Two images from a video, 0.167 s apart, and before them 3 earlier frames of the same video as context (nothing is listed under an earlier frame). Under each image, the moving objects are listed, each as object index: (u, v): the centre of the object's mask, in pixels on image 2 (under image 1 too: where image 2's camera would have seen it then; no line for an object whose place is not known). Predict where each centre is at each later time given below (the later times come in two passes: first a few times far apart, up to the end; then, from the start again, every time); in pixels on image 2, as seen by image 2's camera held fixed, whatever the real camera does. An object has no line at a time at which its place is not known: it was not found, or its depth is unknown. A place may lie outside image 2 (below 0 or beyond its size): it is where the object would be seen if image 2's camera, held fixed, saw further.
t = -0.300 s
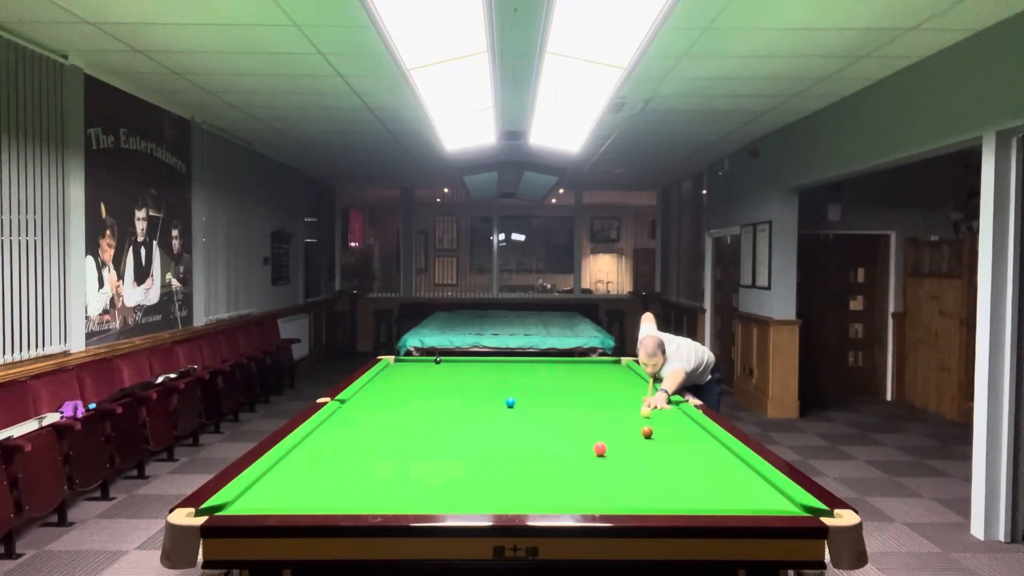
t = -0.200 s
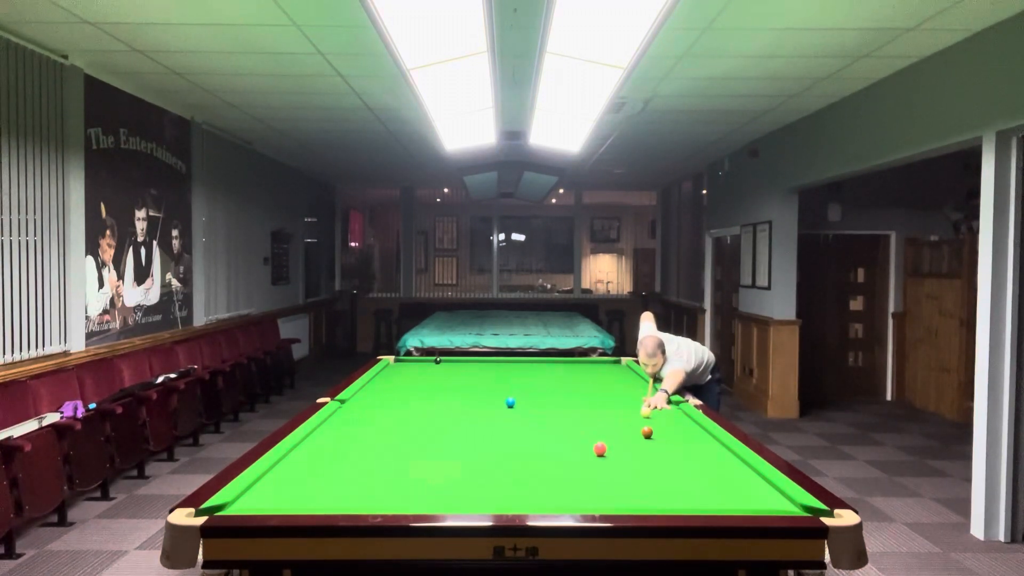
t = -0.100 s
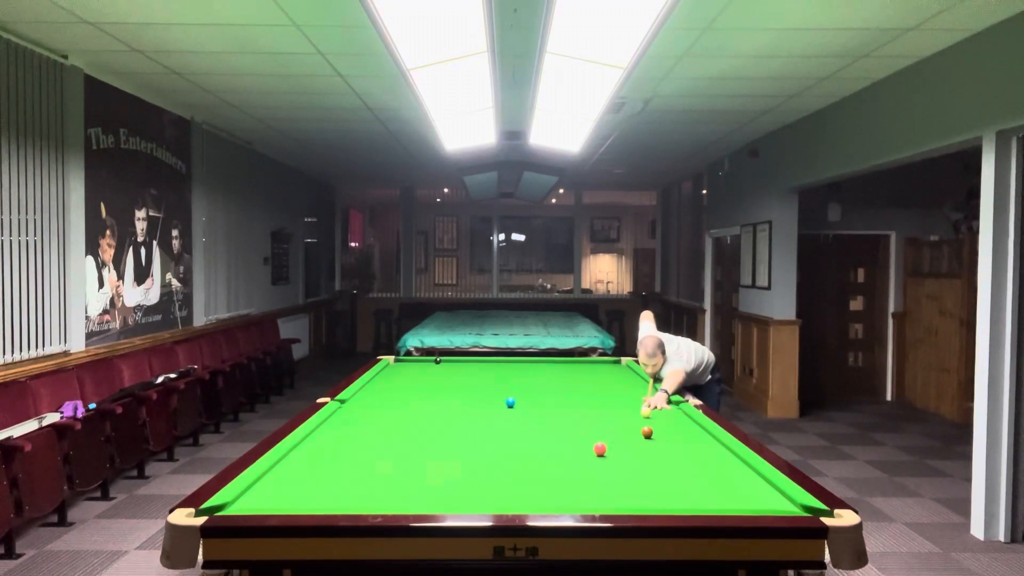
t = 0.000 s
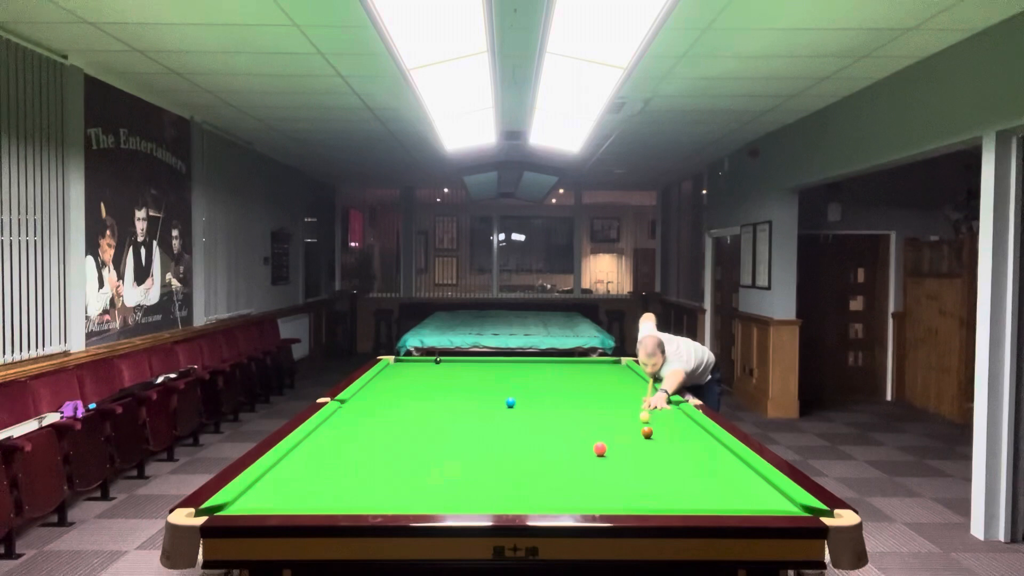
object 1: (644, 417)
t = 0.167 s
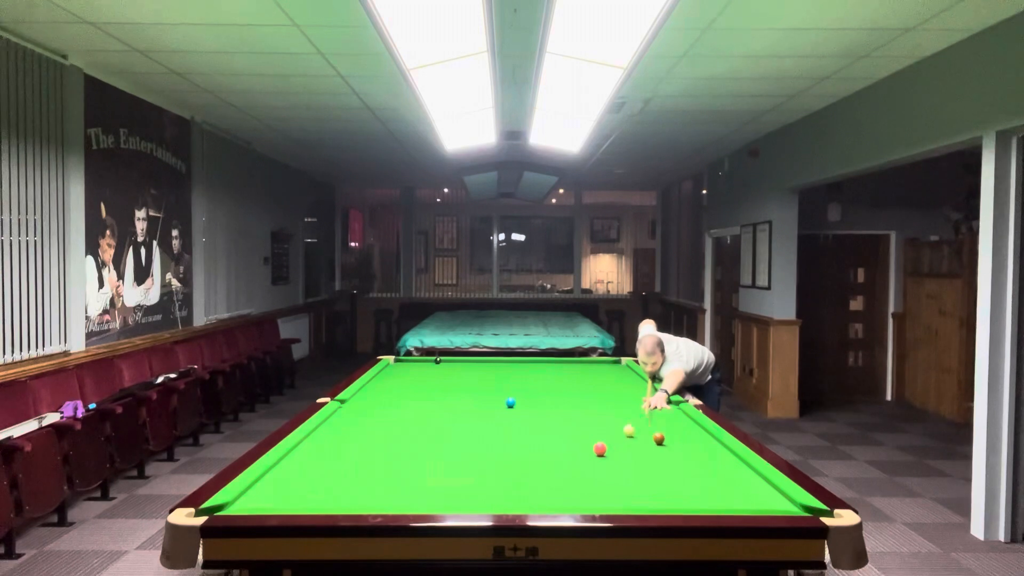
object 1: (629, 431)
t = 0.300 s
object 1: (600, 434)
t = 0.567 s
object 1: (546, 446)
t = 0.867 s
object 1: (478, 462)
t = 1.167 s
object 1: (397, 482)
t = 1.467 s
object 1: (302, 502)
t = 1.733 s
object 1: (248, 498)
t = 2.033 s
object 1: (287, 487)
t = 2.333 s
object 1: (328, 477)
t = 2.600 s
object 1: (359, 469)
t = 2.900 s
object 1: (390, 462)
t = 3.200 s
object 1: (417, 455)
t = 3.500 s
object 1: (441, 449)
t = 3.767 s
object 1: (460, 445)
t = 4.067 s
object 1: (479, 441)
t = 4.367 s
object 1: (496, 437)
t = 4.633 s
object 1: (509, 434)
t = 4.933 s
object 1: (522, 431)
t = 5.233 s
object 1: (533, 428)
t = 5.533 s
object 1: (543, 426)
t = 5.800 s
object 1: (551, 424)
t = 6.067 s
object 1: (557, 423)
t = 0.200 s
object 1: (621, 432)
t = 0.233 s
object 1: (614, 433)
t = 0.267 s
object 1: (607, 433)
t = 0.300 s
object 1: (600, 434)
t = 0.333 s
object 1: (593, 435)
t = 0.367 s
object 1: (587, 437)
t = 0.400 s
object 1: (580, 438)
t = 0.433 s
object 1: (574, 440)
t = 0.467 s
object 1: (567, 441)
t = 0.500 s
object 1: (560, 442)
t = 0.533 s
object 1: (553, 445)
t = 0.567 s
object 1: (546, 446)
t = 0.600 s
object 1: (539, 448)
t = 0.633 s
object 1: (532, 450)
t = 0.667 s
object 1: (524, 451)
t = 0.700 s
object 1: (517, 453)
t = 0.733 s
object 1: (510, 454)
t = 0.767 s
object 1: (502, 457)
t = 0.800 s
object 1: (494, 458)
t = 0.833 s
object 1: (486, 460)
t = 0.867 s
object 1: (478, 462)
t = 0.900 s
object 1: (469, 464)
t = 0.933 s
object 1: (461, 466)
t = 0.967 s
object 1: (452, 468)
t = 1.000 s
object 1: (443, 471)
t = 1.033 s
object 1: (434, 473)
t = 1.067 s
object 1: (425, 475)
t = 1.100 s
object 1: (416, 477)
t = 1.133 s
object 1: (407, 479)
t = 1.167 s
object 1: (397, 482)
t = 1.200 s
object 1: (387, 484)
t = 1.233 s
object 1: (377, 486)
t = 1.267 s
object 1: (367, 489)
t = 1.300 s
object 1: (356, 491)
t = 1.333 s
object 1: (345, 494)
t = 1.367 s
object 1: (334, 496)
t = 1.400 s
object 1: (324, 499)
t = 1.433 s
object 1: (313, 501)
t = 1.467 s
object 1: (302, 502)
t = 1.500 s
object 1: (290, 503)
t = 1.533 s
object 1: (280, 504)
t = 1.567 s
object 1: (275, 503)
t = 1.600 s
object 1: (269, 502)
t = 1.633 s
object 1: (264, 501)
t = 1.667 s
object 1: (259, 500)
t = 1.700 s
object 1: (253, 499)
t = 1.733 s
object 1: (248, 498)
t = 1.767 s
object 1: (244, 497)
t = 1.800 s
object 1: (251, 496)
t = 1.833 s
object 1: (257, 495)
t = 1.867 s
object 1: (262, 493)
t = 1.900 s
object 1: (267, 492)
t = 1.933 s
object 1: (273, 490)
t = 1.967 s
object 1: (278, 489)
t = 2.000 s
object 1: (283, 488)
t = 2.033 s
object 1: (287, 487)
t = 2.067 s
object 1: (292, 486)
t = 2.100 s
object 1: (297, 484)
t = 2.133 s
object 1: (301, 483)
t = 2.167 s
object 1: (306, 482)
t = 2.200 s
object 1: (310, 481)
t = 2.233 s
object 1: (315, 480)
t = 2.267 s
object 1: (319, 479)
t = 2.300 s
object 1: (323, 478)
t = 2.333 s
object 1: (328, 477)
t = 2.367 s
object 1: (332, 476)
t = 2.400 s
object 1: (336, 475)
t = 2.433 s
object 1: (340, 474)
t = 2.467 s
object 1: (344, 473)
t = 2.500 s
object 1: (348, 472)
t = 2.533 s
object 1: (351, 471)
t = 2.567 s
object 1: (355, 470)
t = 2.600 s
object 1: (359, 469)
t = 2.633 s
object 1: (363, 468)
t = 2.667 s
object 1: (366, 467)
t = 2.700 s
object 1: (370, 466)
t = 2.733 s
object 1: (373, 466)
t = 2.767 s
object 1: (377, 464)
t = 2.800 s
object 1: (380, 464)
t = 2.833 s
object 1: (383, 463)
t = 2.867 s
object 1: (387, 462)
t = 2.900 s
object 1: (390, 462)
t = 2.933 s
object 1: (393, 461)
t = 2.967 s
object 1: (396, 460)
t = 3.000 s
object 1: (399, 459)
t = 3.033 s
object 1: (403, 458)
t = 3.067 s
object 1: (406, 458)
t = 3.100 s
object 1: (408, 457)
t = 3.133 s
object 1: (411, 457)
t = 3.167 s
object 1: (414, 456)
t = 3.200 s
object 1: (417, 455)
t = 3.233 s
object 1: (420, 454)
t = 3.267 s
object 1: (423, 453)
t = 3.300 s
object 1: (425, 453)
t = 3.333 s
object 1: (428, 452)
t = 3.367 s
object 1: (431, 452)
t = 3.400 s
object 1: (433, 451)
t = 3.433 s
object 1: (436, 451)
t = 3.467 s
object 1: (439, 450)
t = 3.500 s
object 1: (441, 449)
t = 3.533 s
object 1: (443, 449)
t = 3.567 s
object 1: (446, 448)
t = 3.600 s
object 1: (448, 448)
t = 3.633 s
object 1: (451, 447)
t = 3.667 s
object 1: (453, 446)
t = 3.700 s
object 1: (455, 446)
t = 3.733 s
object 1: (457, 446)
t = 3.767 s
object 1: (460, 445)
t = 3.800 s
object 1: (462, 445)
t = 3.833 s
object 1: (464, 444)
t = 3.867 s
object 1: (467, 443)
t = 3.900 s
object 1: (469, 443)
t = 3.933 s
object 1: (471, 442)
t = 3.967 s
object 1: (473, 442)
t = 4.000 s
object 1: (475, 442)
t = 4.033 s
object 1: (477, 441)
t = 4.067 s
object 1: (479, 441)
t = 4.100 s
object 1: (481, 440)
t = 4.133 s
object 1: (483, 440)
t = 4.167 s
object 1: (484, 440)
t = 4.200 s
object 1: (486, 439)
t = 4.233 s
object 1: (488, 438)
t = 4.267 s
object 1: (490, 438)
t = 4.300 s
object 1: (492, 438)
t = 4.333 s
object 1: (494, 437)
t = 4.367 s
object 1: (496, 437)
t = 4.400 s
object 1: (497, 436)
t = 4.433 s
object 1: (499, 436)
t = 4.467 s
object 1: (501, 435)
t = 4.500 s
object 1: (502, 435)
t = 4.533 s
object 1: (504, 435)
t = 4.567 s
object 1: (506, 434)
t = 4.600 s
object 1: (507, 434)
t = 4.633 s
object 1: (509, 434)
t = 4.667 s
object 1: (510, 433)
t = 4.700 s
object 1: (512, 433)
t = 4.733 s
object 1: (514, 433)
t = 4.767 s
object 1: (515, 433)
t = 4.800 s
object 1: (516, 432)
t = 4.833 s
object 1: (518, 432)
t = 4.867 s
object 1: (519, 431)
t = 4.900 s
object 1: (521, 431)
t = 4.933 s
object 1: (522, 431)
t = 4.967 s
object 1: (523, 430)
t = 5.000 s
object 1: (524, 430)
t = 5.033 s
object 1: (526, 430)
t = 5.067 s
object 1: (527, 429)
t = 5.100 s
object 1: (528, 429)
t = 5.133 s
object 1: (529, 429)
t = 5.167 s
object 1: (531, 429)
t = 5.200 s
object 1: (532, 428)
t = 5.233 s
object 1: (533, 428)
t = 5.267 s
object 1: (534, 428)
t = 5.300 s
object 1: (536, 427)
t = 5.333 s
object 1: (537, 427)
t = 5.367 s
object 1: (538, 427)
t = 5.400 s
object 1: (539, 427)
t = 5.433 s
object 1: (540, 427)
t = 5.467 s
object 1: (541, 426)
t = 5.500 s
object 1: (542, 426)
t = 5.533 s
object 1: (543, 426)
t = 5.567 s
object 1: (544, 425)
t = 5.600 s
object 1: (545, 425)
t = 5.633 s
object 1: (546, 425)
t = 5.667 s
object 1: (547, 425)
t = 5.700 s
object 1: (548, 425)
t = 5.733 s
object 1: (549, 424)
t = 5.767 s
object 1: (550, 424)
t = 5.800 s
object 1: (551, 424)
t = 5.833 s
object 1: (551, 424)
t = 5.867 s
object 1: (552, 424)
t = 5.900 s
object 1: (553, 423)
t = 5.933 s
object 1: (554, 423)
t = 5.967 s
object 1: (555, 423)
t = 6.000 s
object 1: (556, 423)
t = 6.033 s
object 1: (557, 423)
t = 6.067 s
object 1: (557, 423)
